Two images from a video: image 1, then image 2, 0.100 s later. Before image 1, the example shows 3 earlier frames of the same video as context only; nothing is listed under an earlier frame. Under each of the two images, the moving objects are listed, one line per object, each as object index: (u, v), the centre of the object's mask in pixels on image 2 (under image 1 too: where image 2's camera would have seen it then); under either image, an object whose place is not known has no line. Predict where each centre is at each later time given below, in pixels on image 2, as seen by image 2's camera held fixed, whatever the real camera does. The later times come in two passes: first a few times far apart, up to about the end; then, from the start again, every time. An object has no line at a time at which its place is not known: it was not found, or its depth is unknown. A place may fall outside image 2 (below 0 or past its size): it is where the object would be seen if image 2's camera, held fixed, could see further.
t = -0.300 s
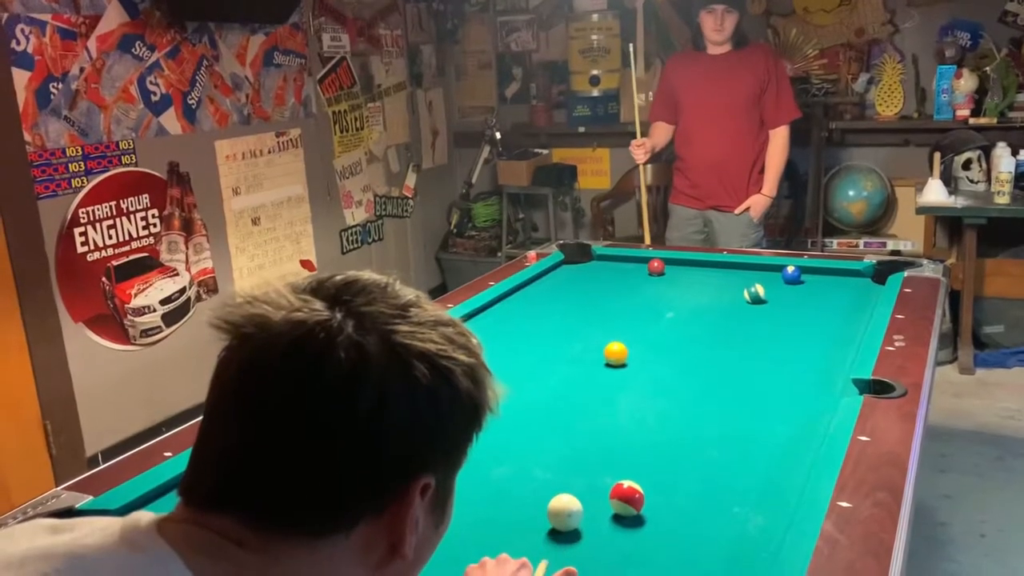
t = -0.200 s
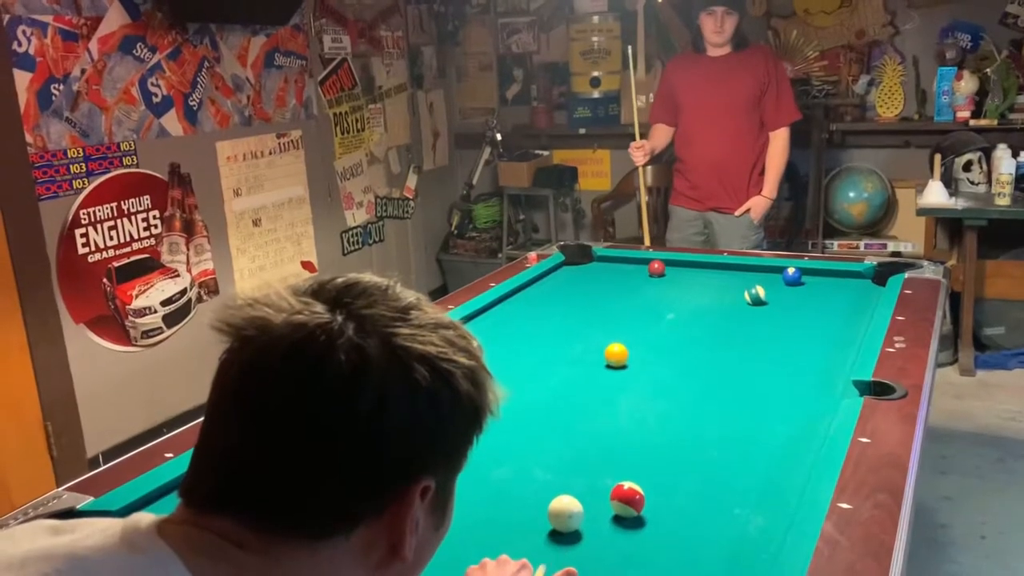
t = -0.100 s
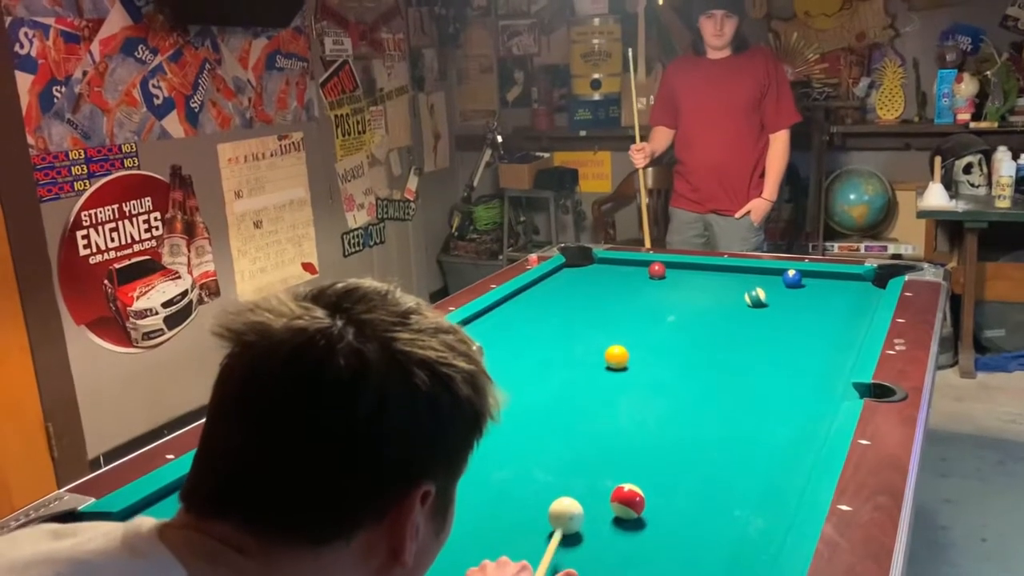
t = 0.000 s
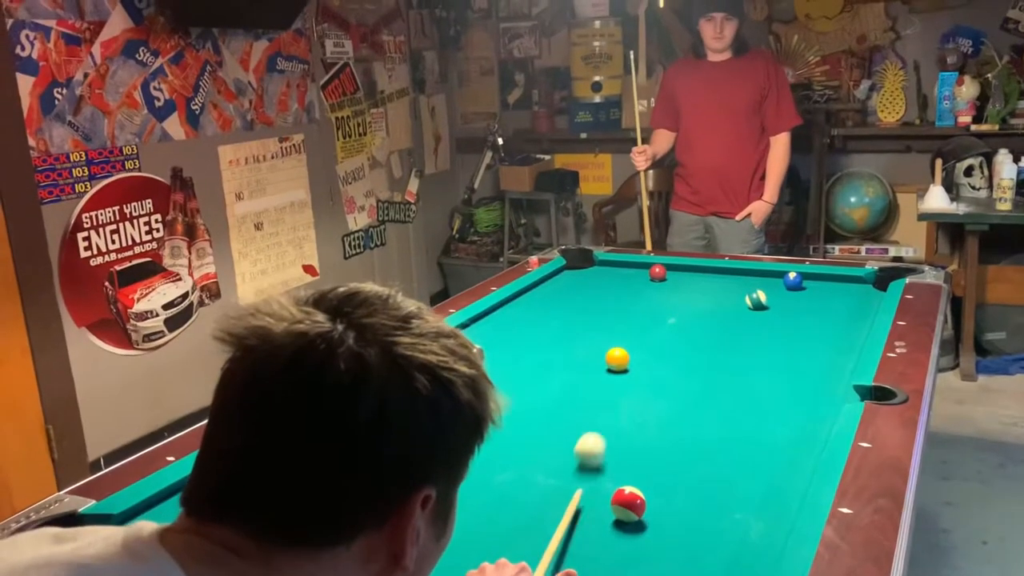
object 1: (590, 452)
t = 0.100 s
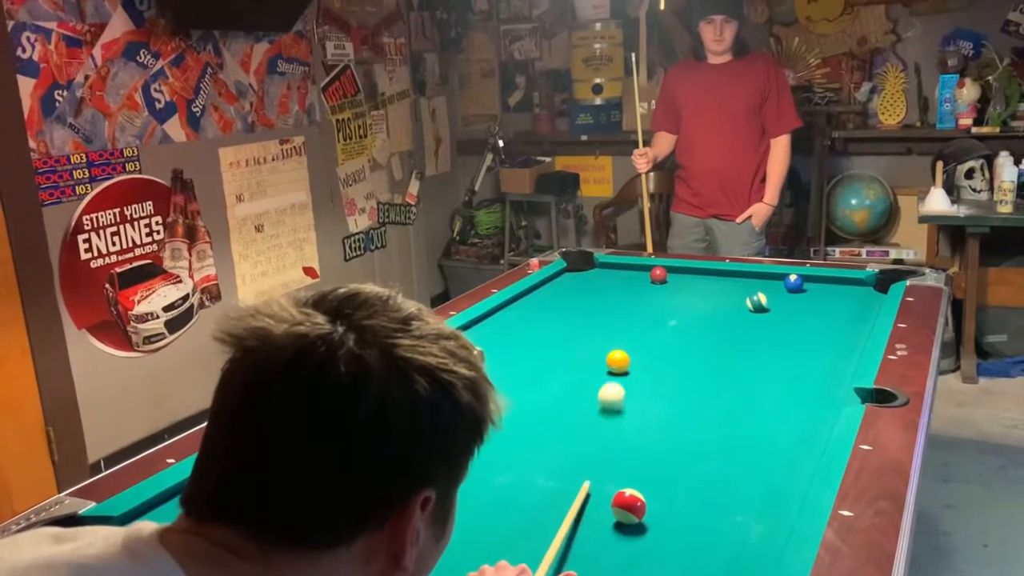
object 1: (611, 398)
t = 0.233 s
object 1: (639, 368)
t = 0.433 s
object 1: (684, 354)
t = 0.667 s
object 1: (729, 338)
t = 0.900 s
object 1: (769, 324)
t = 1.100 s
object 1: (799, 313)
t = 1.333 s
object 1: (830, 301)
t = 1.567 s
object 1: (859, 291)
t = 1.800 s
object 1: (883, 283)
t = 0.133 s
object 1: (617, 382)
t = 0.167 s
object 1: (622, 371)
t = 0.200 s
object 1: (630, 368)
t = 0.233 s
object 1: (639, 368)
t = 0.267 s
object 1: (648, 366)
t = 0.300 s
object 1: (655, 364)
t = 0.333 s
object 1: (663, 362)
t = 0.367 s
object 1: (670, 359)
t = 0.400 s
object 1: (677, 357)
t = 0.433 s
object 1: (684, 354)
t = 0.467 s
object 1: (691, 352)
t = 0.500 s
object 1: (697, 349)
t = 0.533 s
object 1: (704, 347)
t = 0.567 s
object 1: (710, 345)
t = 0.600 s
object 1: (717, 343)
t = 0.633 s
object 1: (723, 341)
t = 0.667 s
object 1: (729, 338)
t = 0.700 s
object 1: (735, 336)
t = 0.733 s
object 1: (741, 334)
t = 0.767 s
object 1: (746, 332)
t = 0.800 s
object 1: (753, 330)
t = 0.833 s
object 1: (758, 328)
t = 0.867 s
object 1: (763, 326)
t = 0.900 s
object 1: (769, 324)
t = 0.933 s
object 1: (774, 322)
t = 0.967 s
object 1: (779, 320)
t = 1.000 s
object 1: (784, 318)
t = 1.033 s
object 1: (789, 317)
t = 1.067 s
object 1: (794, 315)
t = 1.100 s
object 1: (799, 313)
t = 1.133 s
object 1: (804, 311)
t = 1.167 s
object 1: (808, 310)
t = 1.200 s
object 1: (813, 308)
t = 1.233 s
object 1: (817, 306)
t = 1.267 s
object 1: (822, 305)
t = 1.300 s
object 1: (826, 303)
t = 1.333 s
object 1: (830, 301)
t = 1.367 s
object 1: (834, 300)
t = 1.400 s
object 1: (839, 299)
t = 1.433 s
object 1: (843, 297)
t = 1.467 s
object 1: (847, 296)
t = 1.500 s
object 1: (851, 294)
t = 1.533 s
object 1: (855, 293)
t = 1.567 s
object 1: (859, 291)
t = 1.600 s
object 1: (863, 290)
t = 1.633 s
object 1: (866, 289)
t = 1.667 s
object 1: (870, 287)
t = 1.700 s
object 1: (873, 286)
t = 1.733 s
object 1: (877, 285)
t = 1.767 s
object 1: (880, 284)
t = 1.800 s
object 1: (883, 283)
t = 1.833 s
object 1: (885, 285)
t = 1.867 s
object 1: (885, 289)
